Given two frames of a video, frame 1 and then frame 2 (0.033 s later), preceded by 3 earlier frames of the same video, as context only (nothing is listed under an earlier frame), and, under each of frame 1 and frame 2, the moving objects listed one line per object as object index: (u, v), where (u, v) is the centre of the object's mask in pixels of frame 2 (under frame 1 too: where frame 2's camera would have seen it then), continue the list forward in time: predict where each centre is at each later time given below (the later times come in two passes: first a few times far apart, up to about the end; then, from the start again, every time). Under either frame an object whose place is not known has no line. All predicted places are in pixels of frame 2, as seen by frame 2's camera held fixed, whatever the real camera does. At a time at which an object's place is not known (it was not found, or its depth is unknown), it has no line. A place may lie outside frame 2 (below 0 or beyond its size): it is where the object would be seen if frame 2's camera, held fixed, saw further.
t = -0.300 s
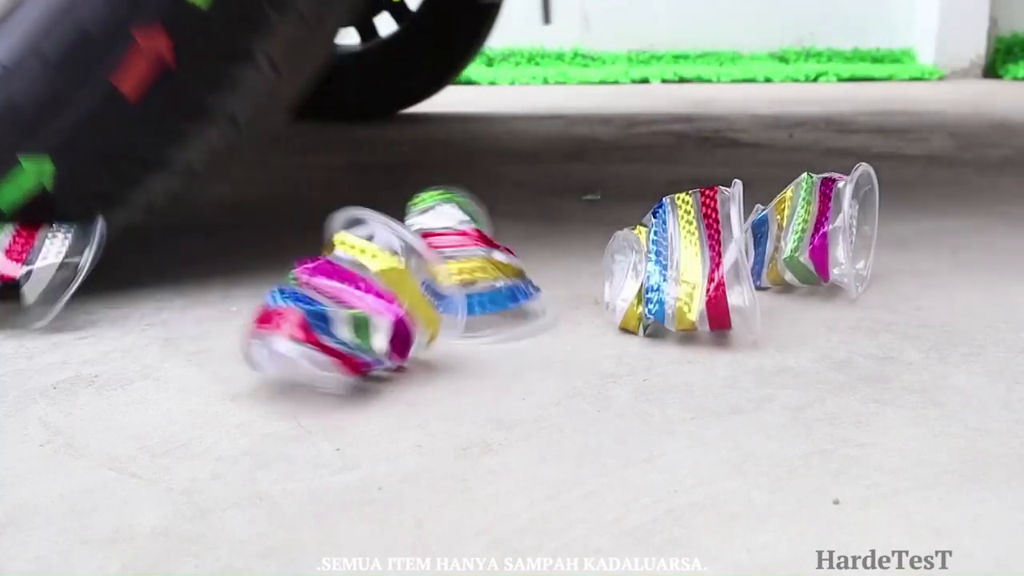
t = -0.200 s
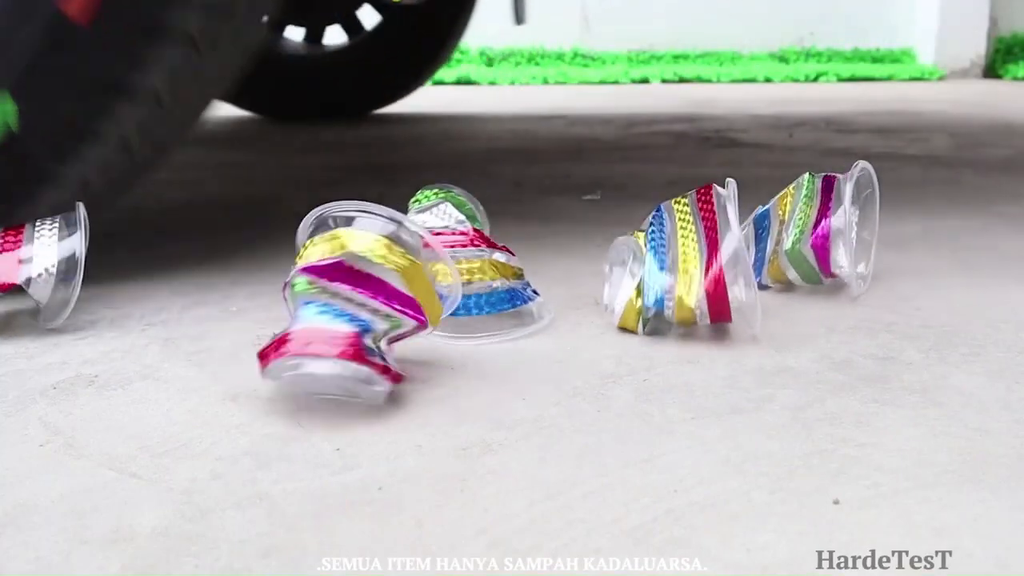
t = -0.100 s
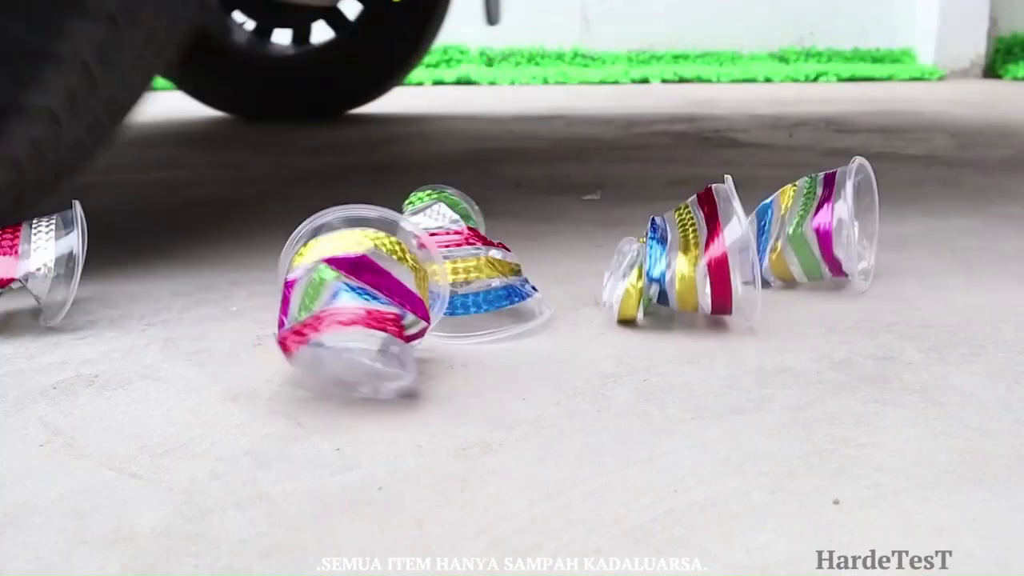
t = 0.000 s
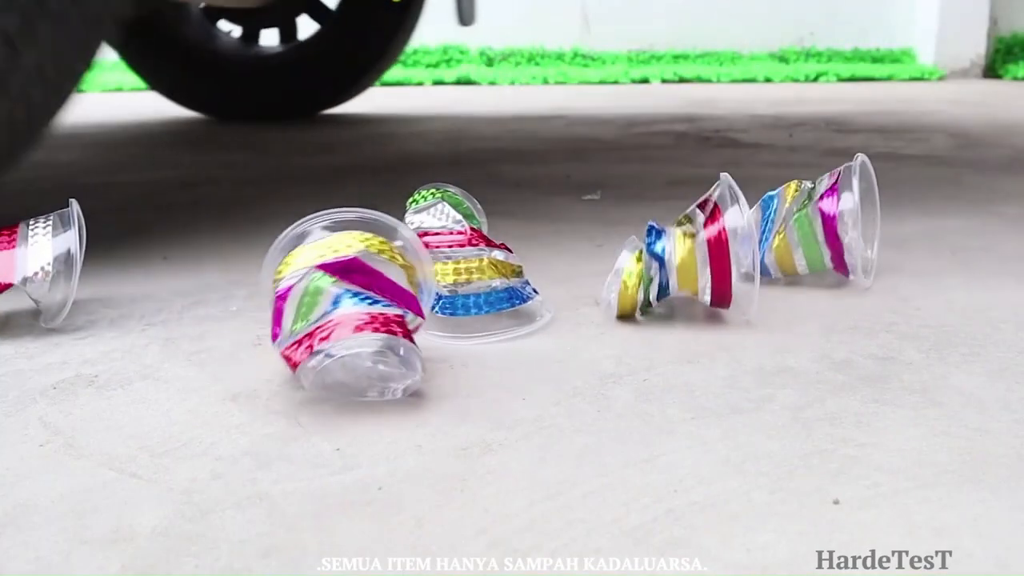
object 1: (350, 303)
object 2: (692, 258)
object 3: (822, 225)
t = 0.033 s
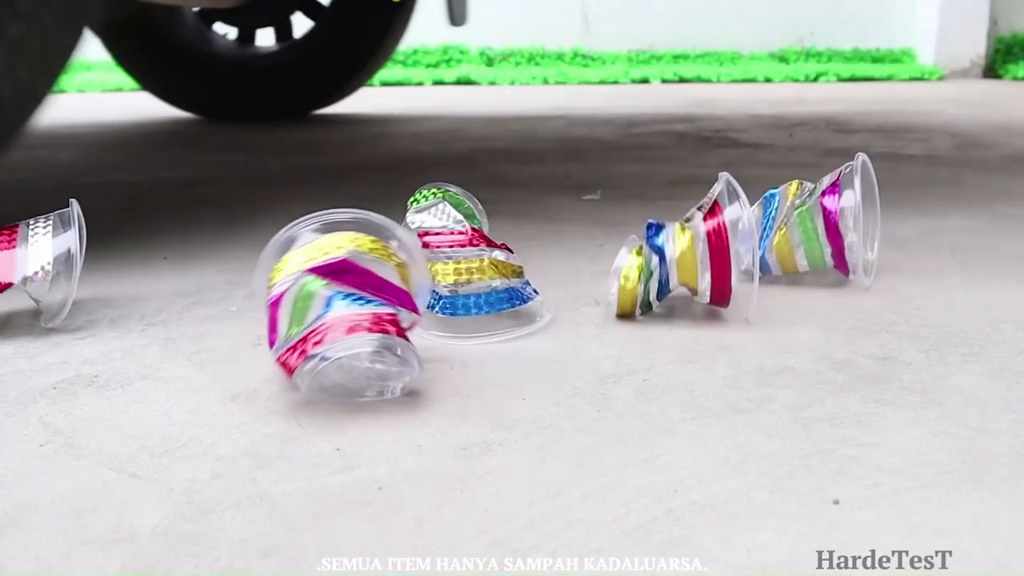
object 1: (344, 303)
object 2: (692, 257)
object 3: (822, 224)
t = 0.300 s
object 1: (332, 306)
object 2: (689, 253)
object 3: (823, 221)
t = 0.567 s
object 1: (327, 306)
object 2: (692, 260)
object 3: (821, 225)
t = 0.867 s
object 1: (337, 305)
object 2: (684, 270)
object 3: (817, 231)
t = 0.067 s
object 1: (337, 305)
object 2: (691, 255)
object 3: (823, 223)
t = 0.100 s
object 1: (328, 307)
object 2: (690, 254)
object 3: (823, 223)
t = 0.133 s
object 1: (321, 306)
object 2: (690, 253)
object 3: (823, 223)
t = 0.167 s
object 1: (319, 306)
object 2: (689, 252)
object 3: (823, 222)
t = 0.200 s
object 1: (318, 306)
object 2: (689, 251)
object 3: (823, 222)
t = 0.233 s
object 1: (321, 306)
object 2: (689, 252)
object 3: (823, 221)
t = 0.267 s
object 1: (326, 306)
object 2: (689, 251)
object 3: (823, 221)
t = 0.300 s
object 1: (332, 306)
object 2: (689, 253)
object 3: (823, 221)
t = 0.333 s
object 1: (339, 304)
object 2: (690, 252)
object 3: (823, 221)
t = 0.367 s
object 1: (343, 304)
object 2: (691, 253)
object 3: (823, 222)
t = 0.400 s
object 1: (344, 303)
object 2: (691, 254)
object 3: (823, 222)
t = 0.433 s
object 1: (345, 303)
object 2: (692, 256)
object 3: (823, 224)
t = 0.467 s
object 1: (343, 303)
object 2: (693, 257)
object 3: (823, 224)
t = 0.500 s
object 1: (338, 304)
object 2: (693, 258)
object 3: (822, 224)
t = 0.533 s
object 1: (332, 306)
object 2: (693, 259)
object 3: (822, 225)
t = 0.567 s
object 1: (327, 306)
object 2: (692, 260)
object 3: (821, 225)
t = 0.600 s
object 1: (323, 306)
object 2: (690, 260)
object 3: (821, 226)
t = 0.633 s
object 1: (321, 306)
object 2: (690, 261)
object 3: (821, 226)
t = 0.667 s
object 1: (321, 306)
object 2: (688, 262)
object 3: (820, 227)
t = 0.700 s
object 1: (324, 306)
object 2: (687, 263)
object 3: (820, 228)
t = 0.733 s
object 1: (327, 306)
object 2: (686, 264)
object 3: (819, 229)
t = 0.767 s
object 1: (331, 306)
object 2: (685, 268)
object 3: (818, 229)
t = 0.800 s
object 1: (334, 305)
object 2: (683, 265)
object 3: (817, 230)
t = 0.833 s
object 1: (336, 305)
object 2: (684, 269)
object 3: (817, 231)
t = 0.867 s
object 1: (337, 305)
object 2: (684, 270)
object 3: (817, 231)
